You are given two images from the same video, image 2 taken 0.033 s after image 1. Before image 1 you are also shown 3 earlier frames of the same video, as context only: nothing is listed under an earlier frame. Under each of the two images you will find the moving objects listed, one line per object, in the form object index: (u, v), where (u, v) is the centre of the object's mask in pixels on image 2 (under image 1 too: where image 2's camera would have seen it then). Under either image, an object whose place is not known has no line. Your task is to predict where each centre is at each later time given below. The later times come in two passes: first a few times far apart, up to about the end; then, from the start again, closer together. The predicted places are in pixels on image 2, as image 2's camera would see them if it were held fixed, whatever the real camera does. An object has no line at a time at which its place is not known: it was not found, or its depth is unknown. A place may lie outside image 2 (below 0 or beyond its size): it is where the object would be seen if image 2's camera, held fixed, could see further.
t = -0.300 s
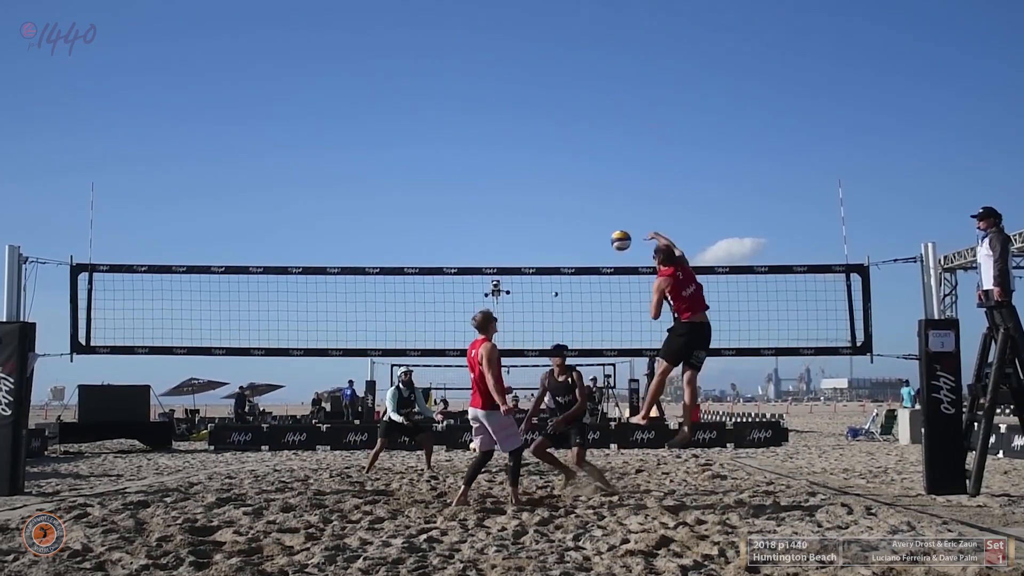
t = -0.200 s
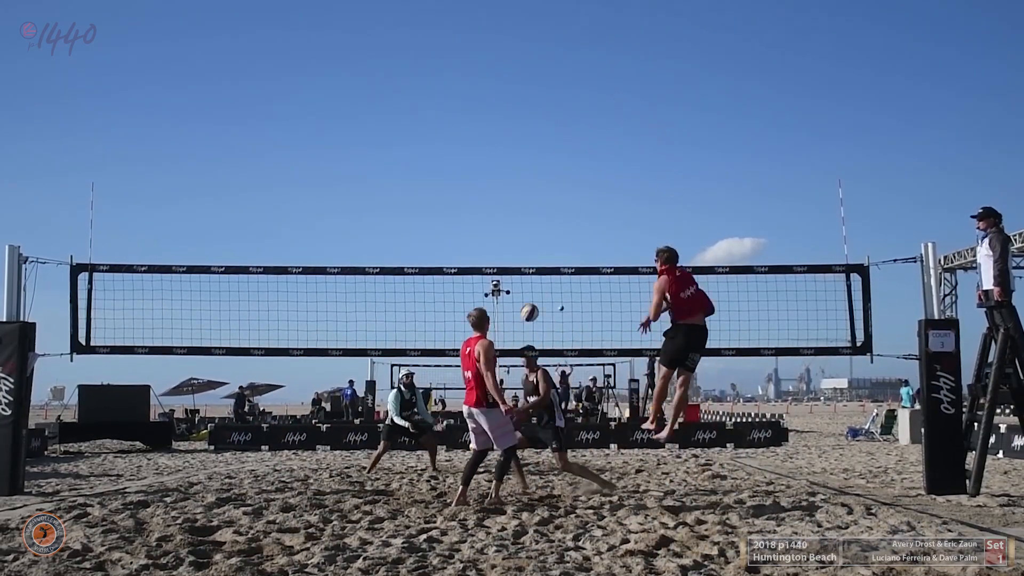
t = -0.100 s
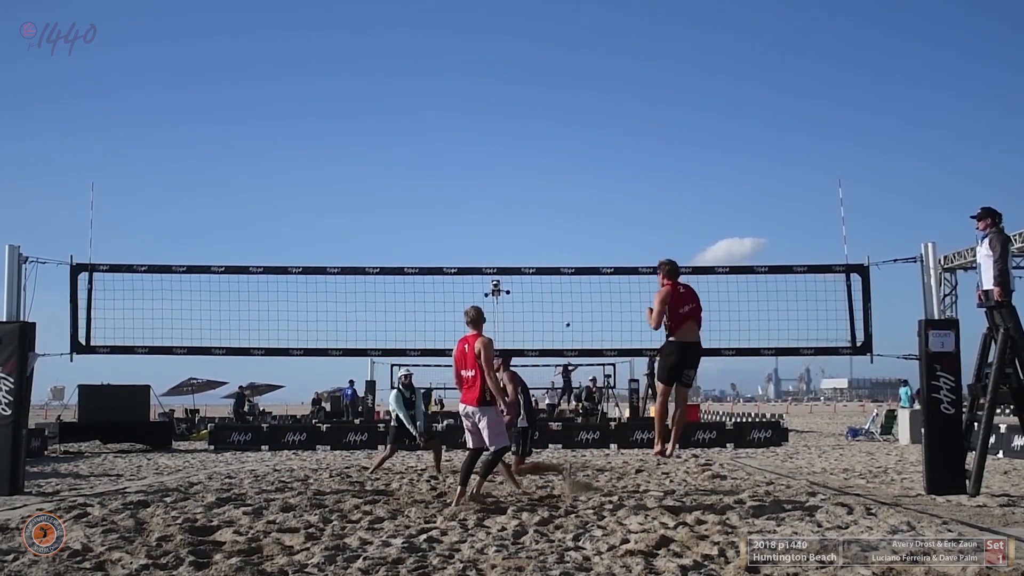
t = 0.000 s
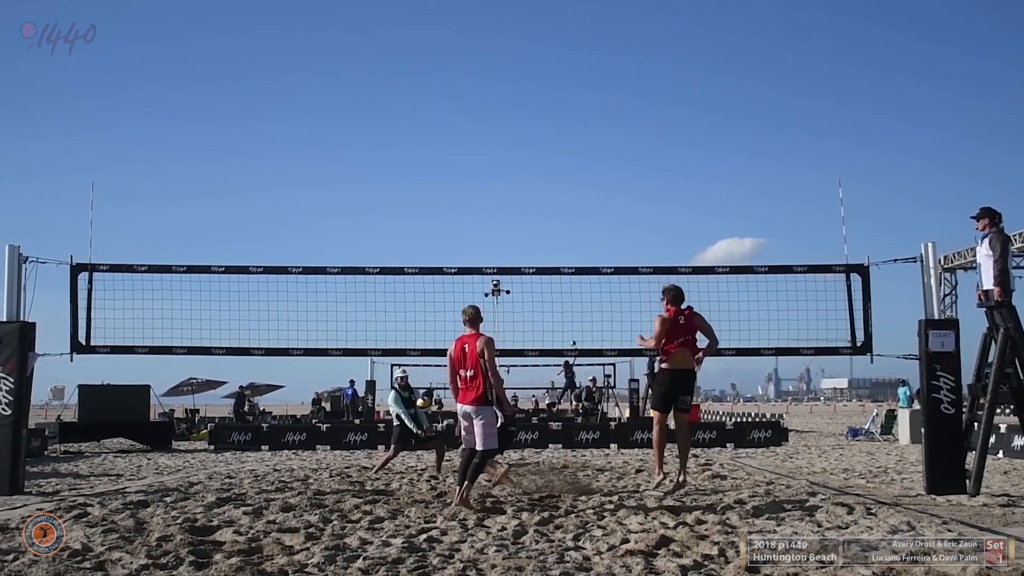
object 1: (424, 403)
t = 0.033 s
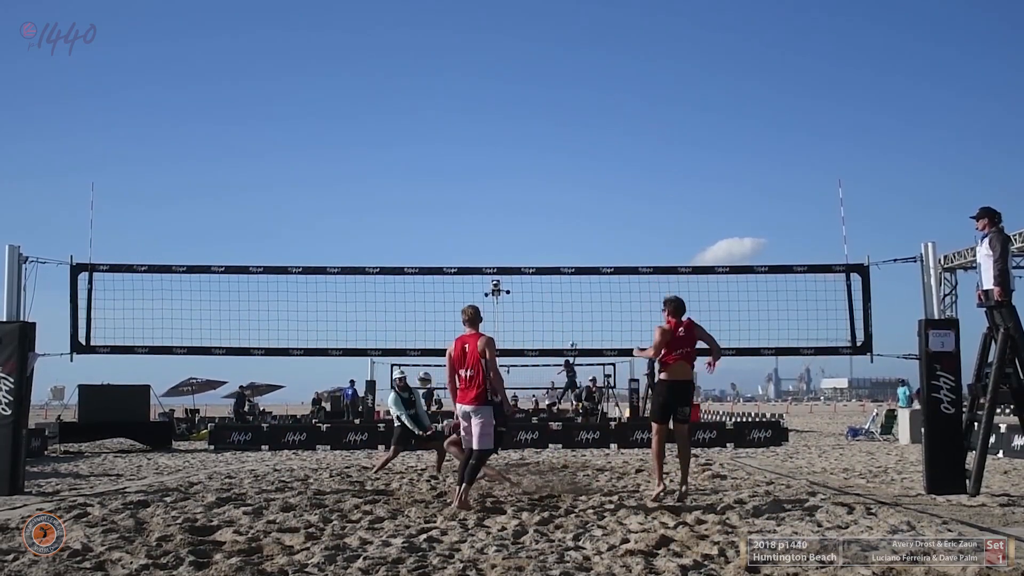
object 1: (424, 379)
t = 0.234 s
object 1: (420, 254)
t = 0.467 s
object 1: (417, 157)
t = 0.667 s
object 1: (415, 111)
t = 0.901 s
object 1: (414, 96)
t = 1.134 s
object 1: (415, 119)
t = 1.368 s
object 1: (420, 176)
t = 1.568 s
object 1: (426, 251)
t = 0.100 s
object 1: (422, 332)
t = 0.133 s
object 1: (422, 311)
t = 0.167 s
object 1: (421, 291)
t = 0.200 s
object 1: (422, 272)
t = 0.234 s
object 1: (420, 254)
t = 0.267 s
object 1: (419, 237)
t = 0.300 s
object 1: (419, 221)
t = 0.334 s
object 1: (418, 206)
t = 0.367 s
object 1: (418, 192)
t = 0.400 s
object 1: (417, 180)
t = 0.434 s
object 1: (417, 168)
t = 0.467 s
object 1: (417, 157)
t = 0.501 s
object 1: (416, 147)
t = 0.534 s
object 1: (416, 138)
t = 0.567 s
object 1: (415, 130)
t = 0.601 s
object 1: (415, 123)
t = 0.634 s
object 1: (415, 116)
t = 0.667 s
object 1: (415, 111)
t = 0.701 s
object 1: (414, 106)
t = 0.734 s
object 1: (414, 103)
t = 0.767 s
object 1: (414, 100)
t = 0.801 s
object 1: (414, 98)
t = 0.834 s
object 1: (414, 97)
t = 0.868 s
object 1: (414, 96)
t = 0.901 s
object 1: (414, 96)
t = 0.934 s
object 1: (414, 97)
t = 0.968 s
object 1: (414, 99)
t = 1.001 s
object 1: (414, 101)
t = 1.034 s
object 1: (414, 105)
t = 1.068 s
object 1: (414, 109)
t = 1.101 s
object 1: (414, 113)
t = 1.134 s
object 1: (415, 119)
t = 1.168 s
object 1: (416, 125)
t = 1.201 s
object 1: (416, 131)
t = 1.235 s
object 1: (417, 139)
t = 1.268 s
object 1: (418, 147)
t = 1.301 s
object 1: (418, 156)
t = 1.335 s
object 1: (419, 166)
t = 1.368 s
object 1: (420, 176)
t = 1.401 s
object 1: (421, 187)
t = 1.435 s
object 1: (422, 198)
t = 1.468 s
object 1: (423, 210)
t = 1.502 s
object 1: (424, 223)
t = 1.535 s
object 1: (426, 237)
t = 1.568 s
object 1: (426, 251)
